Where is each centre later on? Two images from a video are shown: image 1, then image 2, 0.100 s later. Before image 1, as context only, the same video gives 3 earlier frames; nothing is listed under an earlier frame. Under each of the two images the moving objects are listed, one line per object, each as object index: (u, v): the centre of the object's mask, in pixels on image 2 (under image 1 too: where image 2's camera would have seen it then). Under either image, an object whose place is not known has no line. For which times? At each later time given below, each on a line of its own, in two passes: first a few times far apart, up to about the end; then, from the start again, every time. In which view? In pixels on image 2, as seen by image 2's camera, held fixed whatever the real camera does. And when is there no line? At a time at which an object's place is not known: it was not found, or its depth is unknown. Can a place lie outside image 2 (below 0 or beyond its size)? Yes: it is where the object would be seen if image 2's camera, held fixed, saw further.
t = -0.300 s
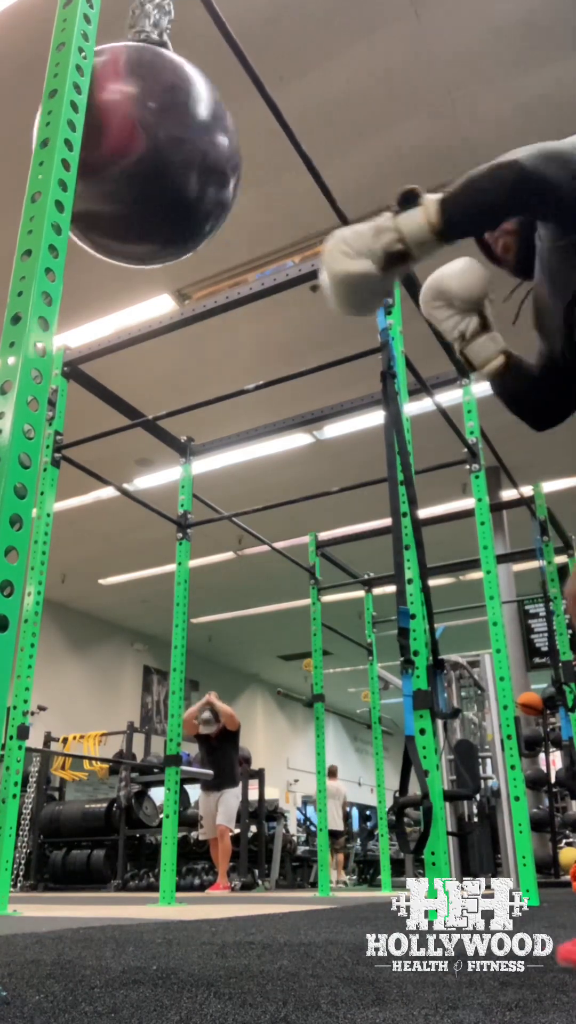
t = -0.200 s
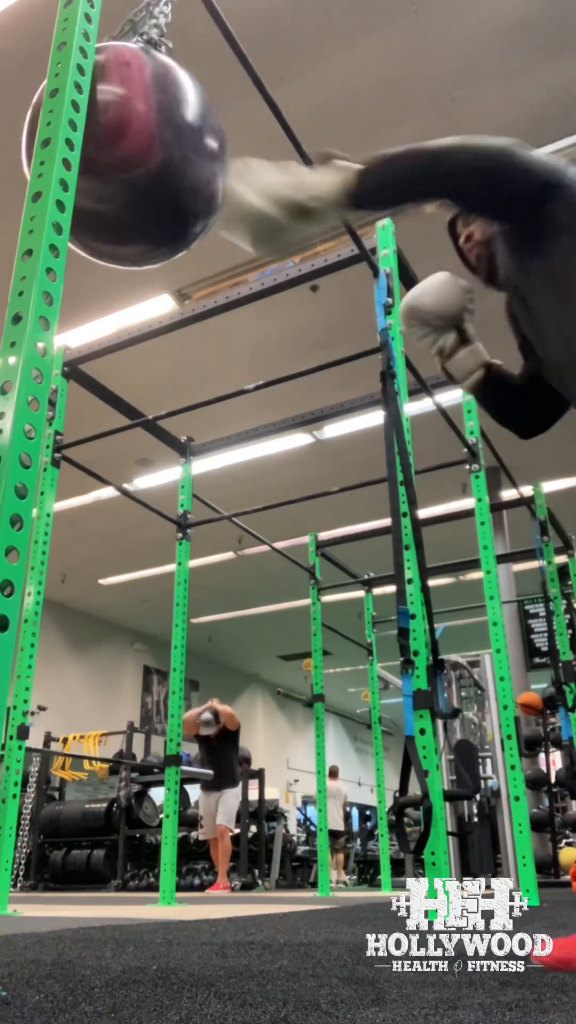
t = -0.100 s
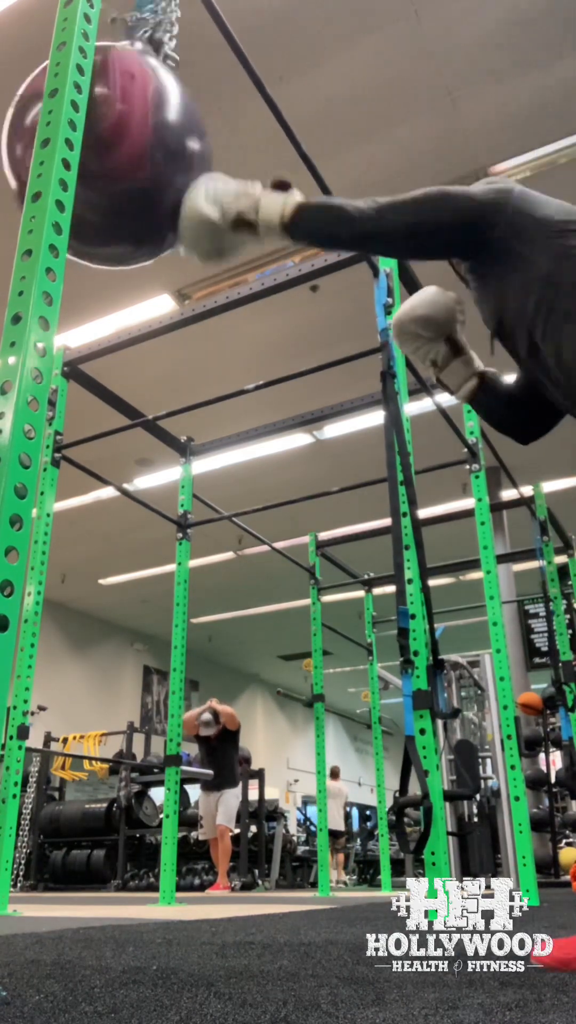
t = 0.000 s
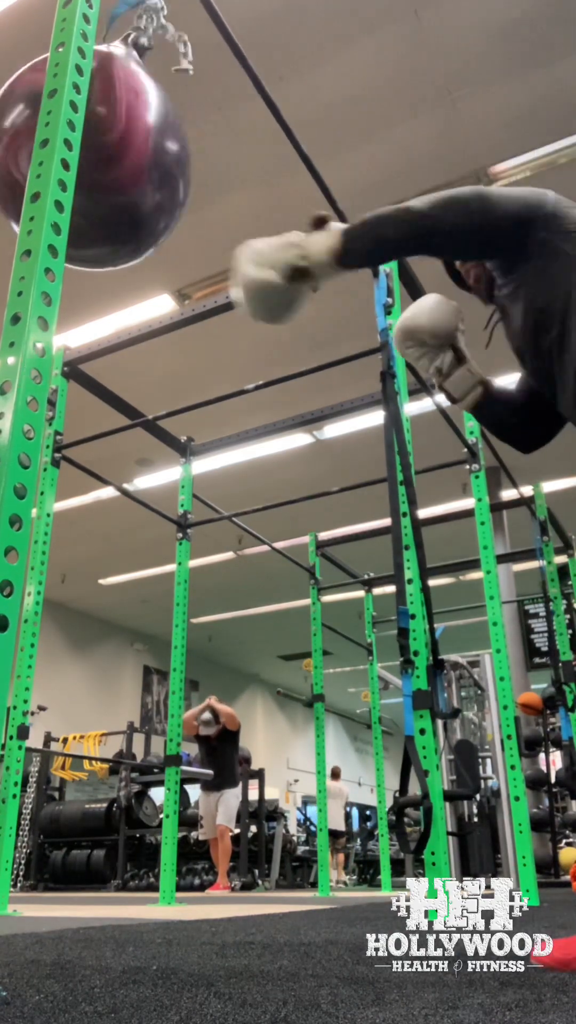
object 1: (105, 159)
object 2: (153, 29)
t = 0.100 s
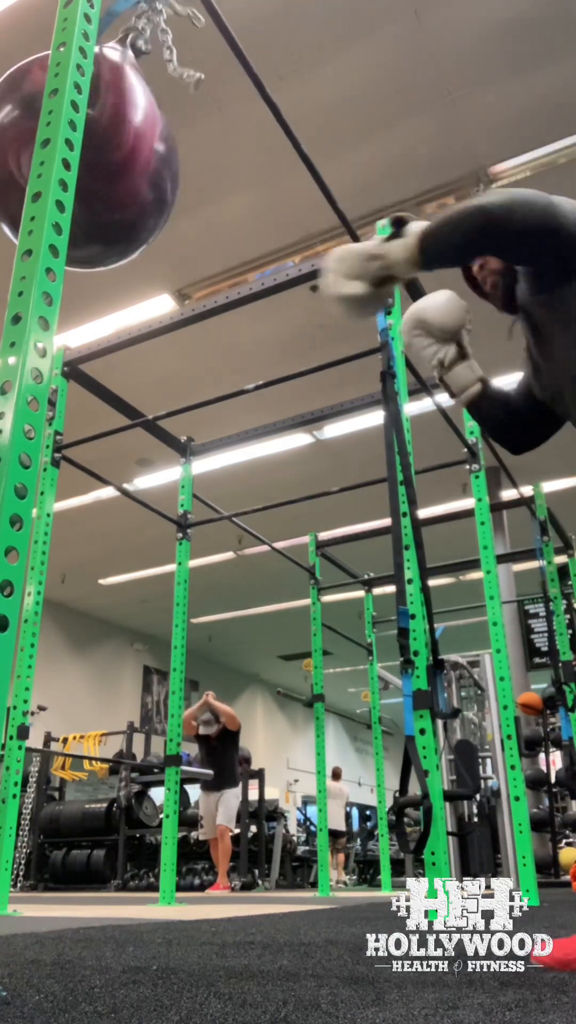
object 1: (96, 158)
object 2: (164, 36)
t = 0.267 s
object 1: (98, 159)
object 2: (163, 43)
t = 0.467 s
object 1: (139, 166)
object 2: (157, 26)
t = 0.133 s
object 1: (95, 159)
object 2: (165, 38)
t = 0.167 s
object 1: (95, 159)
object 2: (166, 41)
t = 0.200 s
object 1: (95, 159)
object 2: (164, 43)
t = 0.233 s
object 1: (96, 159)
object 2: (164, 45)
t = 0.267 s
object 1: (98, 159)
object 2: (163, 43)
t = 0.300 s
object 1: (101, 160)
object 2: (163, 42)
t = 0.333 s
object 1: (105, 161)
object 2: (161, 42)
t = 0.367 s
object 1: (109, 161)
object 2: (160, 41)
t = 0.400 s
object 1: (132, 167)
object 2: (157, 34)
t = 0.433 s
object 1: (135, 167)
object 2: (157, 30)
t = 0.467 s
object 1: (139, 166)
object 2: (157, 26)
